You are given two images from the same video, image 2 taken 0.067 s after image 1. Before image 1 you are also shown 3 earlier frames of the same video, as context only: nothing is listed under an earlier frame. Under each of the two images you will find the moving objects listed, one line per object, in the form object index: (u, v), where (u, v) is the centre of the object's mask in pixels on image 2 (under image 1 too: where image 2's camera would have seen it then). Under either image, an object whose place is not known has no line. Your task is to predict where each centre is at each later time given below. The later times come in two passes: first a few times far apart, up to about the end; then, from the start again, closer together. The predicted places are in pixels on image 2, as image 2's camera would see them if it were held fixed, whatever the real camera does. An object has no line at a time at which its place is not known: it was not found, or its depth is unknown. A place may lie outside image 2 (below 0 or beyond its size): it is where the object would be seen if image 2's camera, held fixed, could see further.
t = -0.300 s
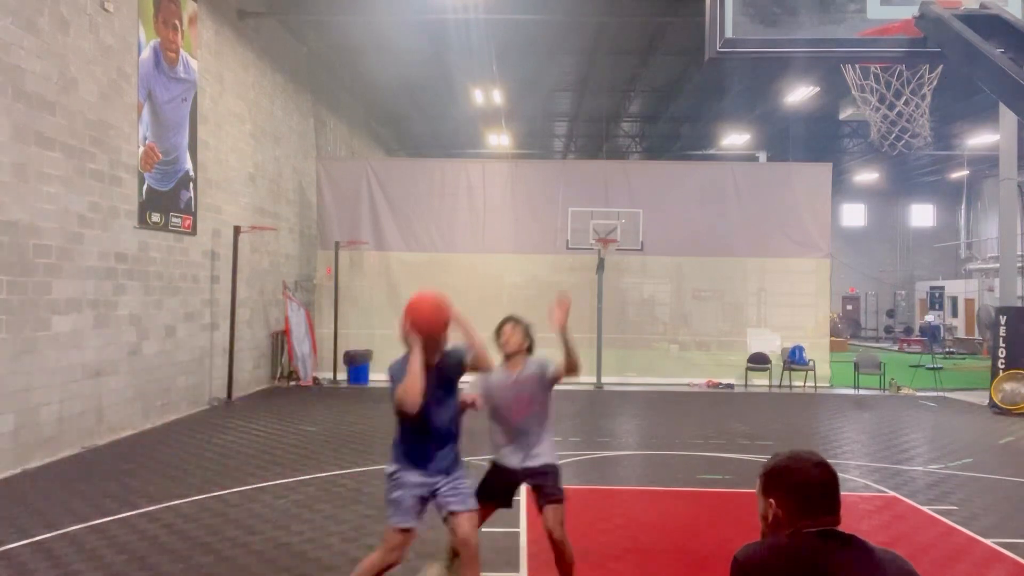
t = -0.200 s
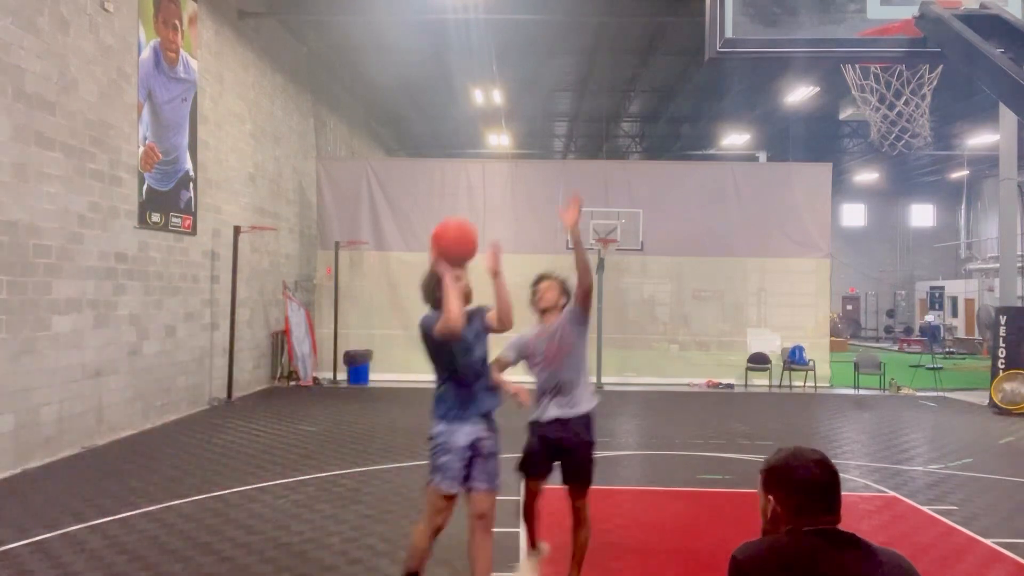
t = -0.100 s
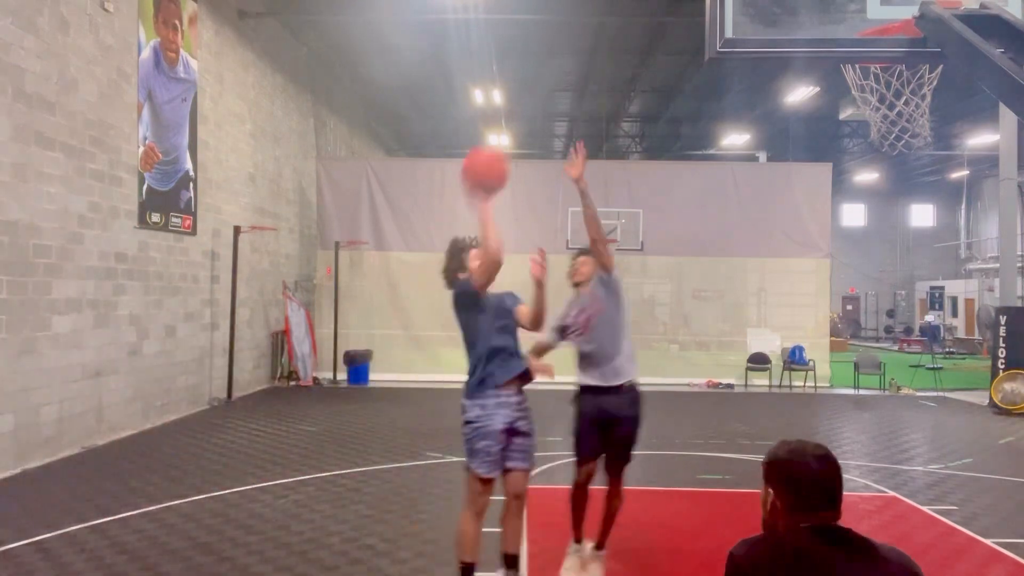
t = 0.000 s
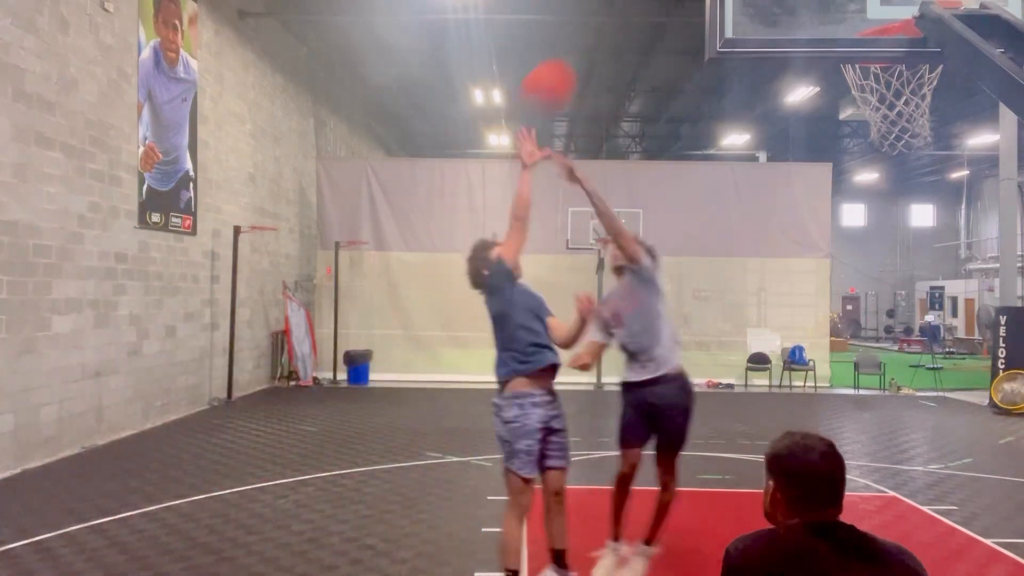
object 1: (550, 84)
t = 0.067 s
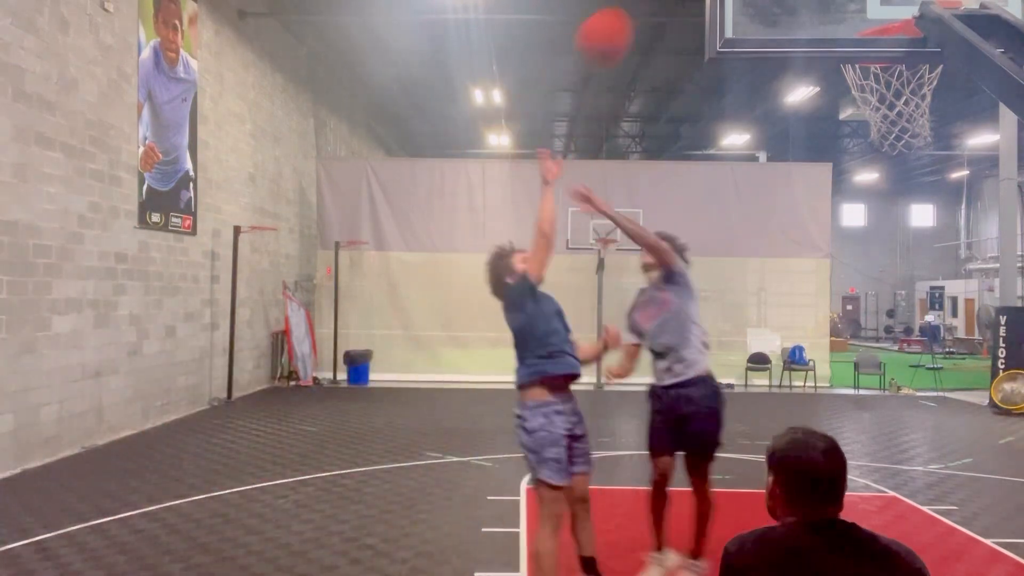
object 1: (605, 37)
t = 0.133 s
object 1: (663, 9)
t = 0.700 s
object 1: (904, 78)
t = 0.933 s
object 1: (897, 132)
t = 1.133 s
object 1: (887, 265)
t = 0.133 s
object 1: (663, 9)
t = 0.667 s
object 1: (901, 74)
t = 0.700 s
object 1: (904, 78)
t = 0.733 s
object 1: (908, 79)
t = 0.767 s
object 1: (909, 85)
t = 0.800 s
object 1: (905, 91)
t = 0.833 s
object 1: (901, 95)
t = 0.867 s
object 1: (900, 106)
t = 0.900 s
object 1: (897, 119)
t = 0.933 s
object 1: (897, 132)
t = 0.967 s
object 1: (896, 149)
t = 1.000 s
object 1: (894, 168)
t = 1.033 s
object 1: (892, 189)
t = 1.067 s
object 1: (889, 213)
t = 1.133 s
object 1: (887, 265)
